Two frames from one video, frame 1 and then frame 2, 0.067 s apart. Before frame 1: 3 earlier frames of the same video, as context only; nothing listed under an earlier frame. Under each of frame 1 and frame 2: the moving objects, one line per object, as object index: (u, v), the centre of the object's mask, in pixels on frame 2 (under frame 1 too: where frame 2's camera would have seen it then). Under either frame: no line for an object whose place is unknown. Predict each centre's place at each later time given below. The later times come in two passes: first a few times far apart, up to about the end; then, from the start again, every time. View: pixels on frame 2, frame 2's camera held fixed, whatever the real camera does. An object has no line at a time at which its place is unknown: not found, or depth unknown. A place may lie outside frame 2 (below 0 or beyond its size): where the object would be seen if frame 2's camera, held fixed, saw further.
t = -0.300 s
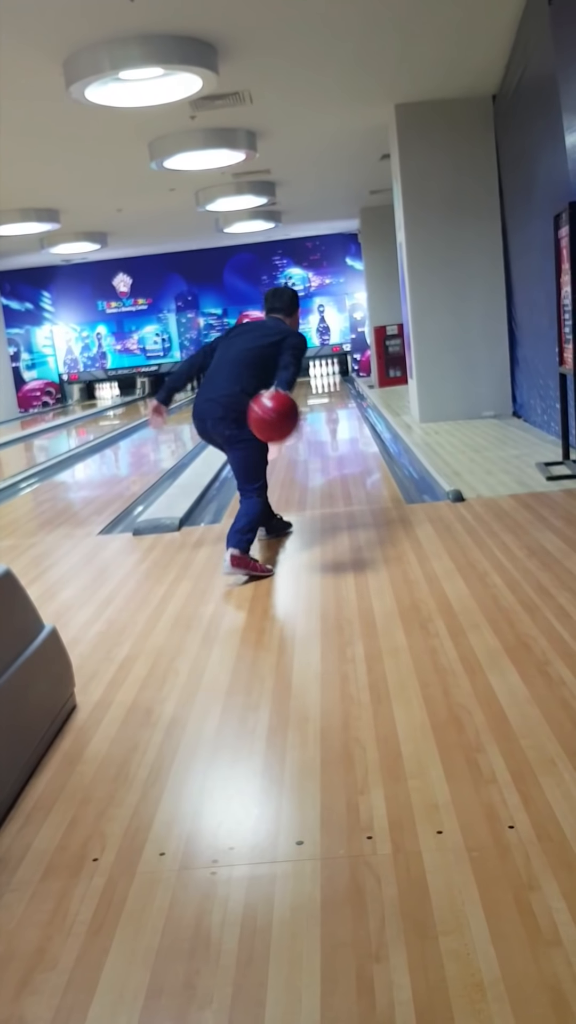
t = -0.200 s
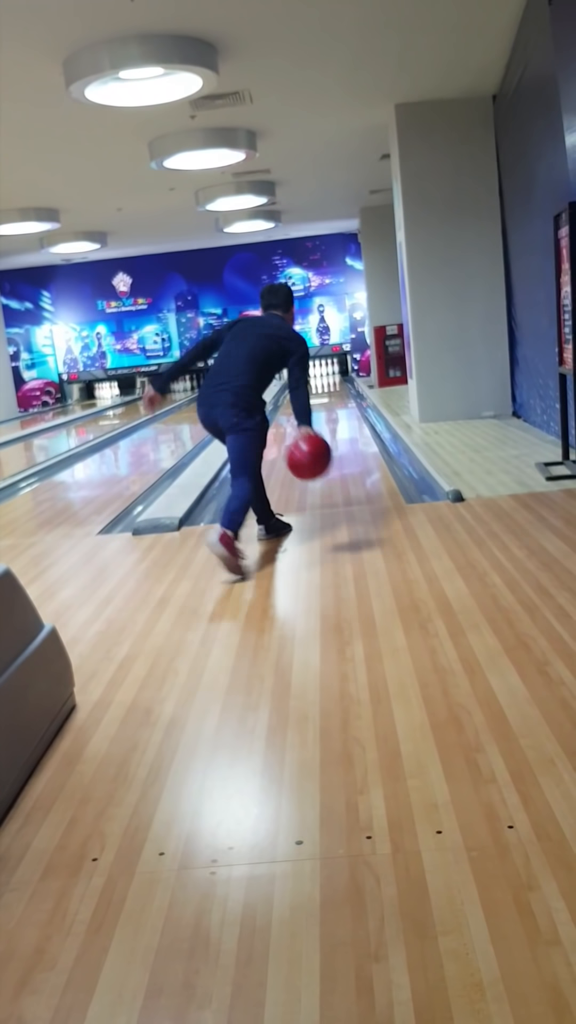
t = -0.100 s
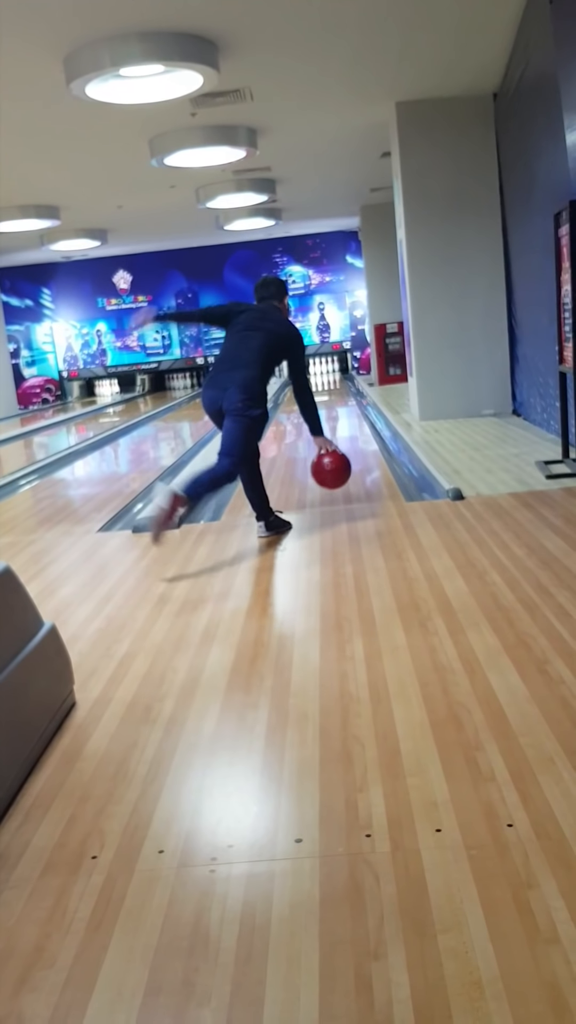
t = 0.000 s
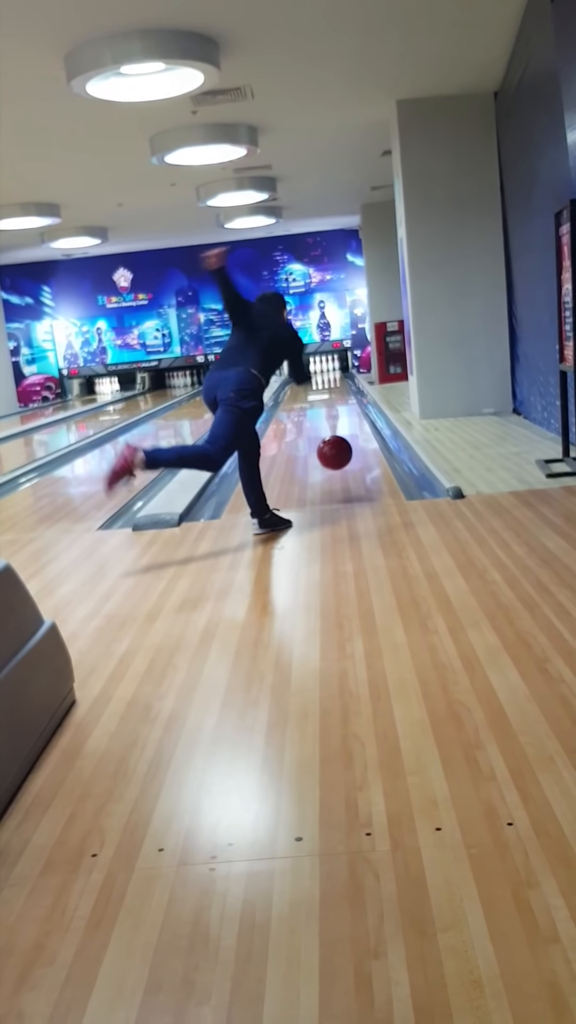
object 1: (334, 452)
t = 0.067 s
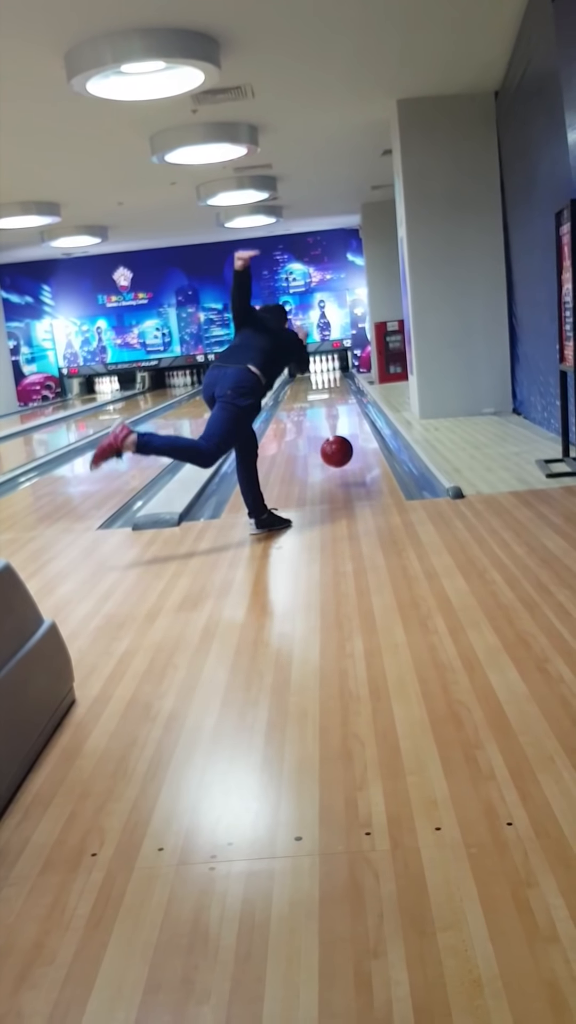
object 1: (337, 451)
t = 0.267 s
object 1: (340, 440)
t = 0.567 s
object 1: (342, 414)
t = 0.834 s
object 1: (344, 400)
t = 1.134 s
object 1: (345, 390)
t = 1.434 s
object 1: (345, 382)
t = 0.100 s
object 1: (338, 453)
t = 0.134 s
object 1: (339, 456)
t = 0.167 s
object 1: (339, 451)
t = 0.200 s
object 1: (340, 447)
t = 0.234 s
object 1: (340, 444)
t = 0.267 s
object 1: (340, 440)
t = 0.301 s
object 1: (341, 436)
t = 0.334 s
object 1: (341, 433)
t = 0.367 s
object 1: (341, 430)
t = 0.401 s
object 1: (341, 427)
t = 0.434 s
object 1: (342, 424)
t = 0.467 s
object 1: (342, 422)
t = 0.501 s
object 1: (342, 419)
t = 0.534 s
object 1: (342, 417)
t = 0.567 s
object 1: (342, 414)
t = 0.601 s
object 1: (343, 412)
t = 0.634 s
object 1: (343, 410)
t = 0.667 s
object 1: (343, 408)
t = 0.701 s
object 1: (343, 406)
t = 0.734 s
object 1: (343, 405)
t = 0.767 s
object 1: (343, 403)
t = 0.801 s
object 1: (344, 401)
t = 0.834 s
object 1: (344, 400)
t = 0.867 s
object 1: (344, 399)
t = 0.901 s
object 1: (344, 397)
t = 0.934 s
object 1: (344, 396)
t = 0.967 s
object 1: (344, 395)
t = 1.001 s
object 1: (344, 394)
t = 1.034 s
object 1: (344, 393)
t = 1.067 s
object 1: (344, 392)
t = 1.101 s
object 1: (344, 391)
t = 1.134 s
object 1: (345, 390)
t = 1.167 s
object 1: (345, 389)
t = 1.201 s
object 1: (345, 388)
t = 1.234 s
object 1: (345, 387)
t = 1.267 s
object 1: (345, 386)
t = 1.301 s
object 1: (345, 385)
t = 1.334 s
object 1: (345, 384)
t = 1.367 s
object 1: (345, 383)
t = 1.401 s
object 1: (345, 383)
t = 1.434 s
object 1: (345, 382)
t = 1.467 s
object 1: (345, 381)
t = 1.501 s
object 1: (345, 380)
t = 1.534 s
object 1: (345, 380)
